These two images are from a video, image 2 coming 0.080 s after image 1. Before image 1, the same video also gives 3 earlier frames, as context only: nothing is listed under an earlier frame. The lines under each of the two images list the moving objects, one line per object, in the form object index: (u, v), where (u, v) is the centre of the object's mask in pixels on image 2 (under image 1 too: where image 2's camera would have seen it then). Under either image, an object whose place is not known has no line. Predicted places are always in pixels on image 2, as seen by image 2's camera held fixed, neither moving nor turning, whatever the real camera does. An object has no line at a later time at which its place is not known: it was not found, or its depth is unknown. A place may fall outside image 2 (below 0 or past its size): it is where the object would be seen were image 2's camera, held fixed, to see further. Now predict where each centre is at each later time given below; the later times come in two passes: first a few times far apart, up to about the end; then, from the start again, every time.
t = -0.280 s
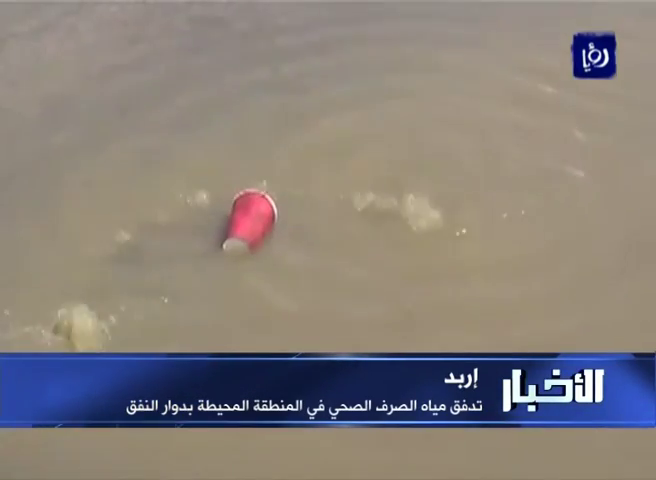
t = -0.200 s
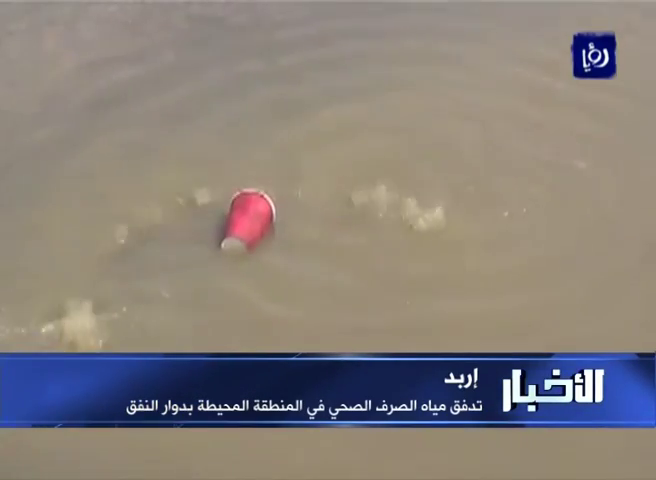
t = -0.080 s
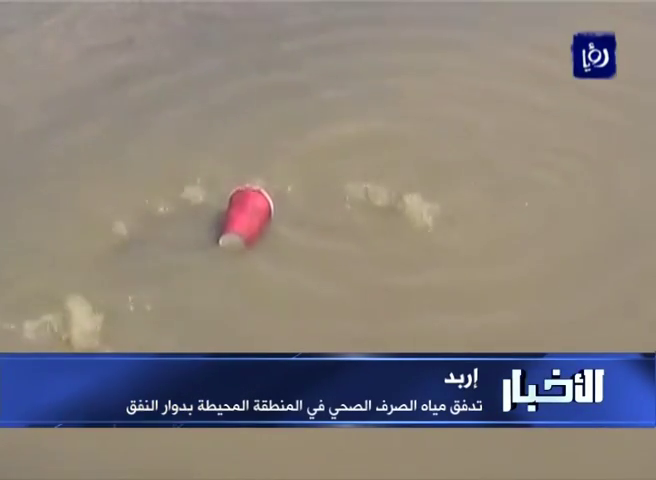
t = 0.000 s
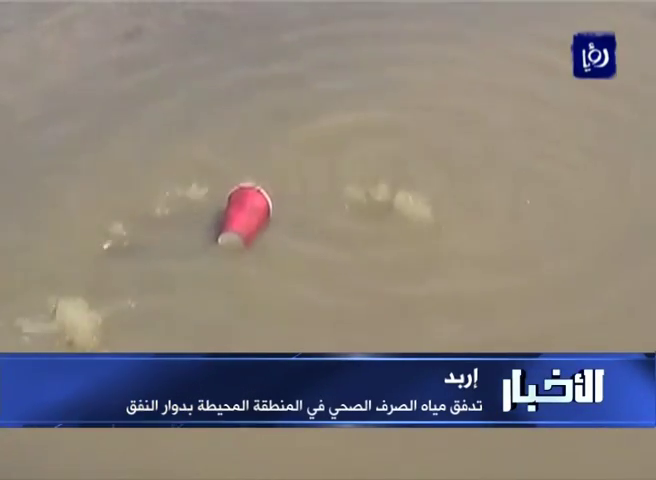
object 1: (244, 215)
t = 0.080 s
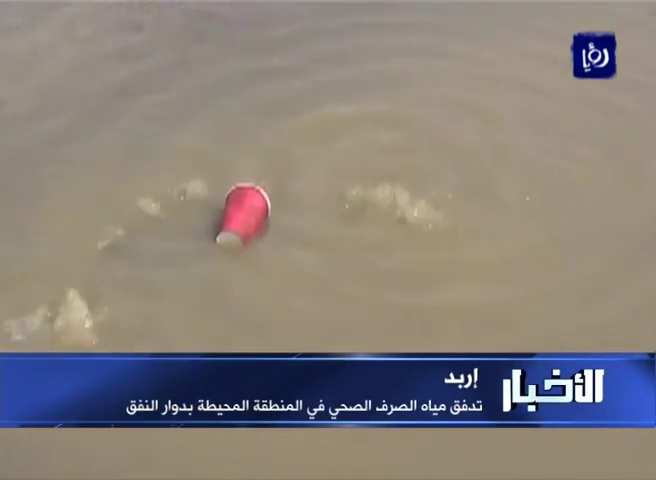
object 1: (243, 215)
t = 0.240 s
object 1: (242, 213)
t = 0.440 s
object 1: (239, 210)
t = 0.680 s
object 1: (239, 207)
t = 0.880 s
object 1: (240, 206)
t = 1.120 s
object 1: (244, 207)
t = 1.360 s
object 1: (247, 207)
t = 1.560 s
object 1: (254, 208)
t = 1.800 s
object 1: (263, 209)
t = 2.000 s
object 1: (275, 212)
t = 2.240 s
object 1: (288, 215)
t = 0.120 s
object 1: (244, 214)
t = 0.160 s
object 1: (243, 214)
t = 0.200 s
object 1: (242, 214)
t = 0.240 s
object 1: (242, 213)
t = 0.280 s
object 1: (241, 212)
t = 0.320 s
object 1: (241, 211)
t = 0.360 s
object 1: (240, 212)
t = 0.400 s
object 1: (240, 211)
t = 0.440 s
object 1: (239, 210)
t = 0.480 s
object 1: (239, 209)
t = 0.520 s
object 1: (239, 208)
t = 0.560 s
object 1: (239, 209)
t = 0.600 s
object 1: (239, 209)
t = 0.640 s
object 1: (238, 209)
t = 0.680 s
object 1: (239, 207)
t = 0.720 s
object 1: (239, 206)
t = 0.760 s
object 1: (240, 207)
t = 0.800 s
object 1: (239, 207)
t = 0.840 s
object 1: (239, 207)
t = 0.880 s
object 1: (240, 206)
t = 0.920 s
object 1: (240, 207)
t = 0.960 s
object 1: (241, 207)
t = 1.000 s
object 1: (242, 206)
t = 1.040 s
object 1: (243, 207)
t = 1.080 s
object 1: (243, 208)
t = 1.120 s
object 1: (244, 207)
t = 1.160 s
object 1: (243, 206)
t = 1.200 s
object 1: (244, 206)
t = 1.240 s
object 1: (245, 208)
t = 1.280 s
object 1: (246, 208)
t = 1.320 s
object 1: (247, 208)
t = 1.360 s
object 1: (247, 207)
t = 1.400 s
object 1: (248, 206)
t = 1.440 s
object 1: (250, 207)
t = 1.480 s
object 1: (251, 208)
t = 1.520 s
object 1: (252, 208)
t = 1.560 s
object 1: (254, 208)
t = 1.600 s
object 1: (255, 208)
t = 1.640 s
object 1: (257, 208)
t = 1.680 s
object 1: (259, 209)
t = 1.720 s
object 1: (260, 210)
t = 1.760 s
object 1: (262, 210)
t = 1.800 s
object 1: (263, 209)
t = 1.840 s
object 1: (266, 210)
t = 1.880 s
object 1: (267, 211)
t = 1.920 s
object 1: (270, 212)
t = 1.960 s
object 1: (272, 212)
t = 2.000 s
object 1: (275, 212)
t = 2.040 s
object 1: (277, 212)
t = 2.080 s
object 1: (279, 213)
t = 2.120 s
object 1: (282, 214)
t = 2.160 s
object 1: (284, 216)
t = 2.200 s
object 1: (286, 216)
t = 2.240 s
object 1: (288, 215)
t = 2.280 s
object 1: (289, 216)
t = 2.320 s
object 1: (291, 216)
